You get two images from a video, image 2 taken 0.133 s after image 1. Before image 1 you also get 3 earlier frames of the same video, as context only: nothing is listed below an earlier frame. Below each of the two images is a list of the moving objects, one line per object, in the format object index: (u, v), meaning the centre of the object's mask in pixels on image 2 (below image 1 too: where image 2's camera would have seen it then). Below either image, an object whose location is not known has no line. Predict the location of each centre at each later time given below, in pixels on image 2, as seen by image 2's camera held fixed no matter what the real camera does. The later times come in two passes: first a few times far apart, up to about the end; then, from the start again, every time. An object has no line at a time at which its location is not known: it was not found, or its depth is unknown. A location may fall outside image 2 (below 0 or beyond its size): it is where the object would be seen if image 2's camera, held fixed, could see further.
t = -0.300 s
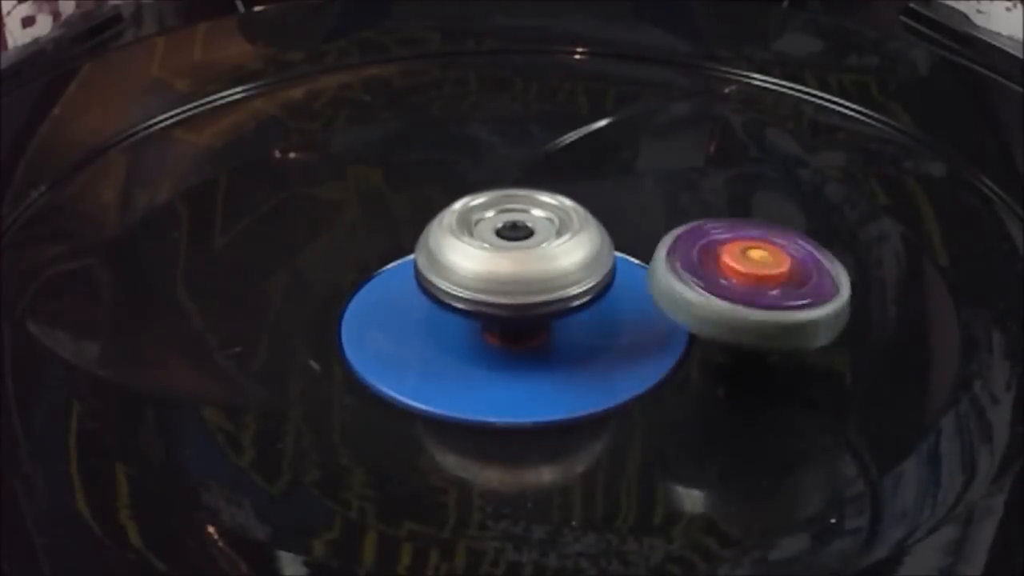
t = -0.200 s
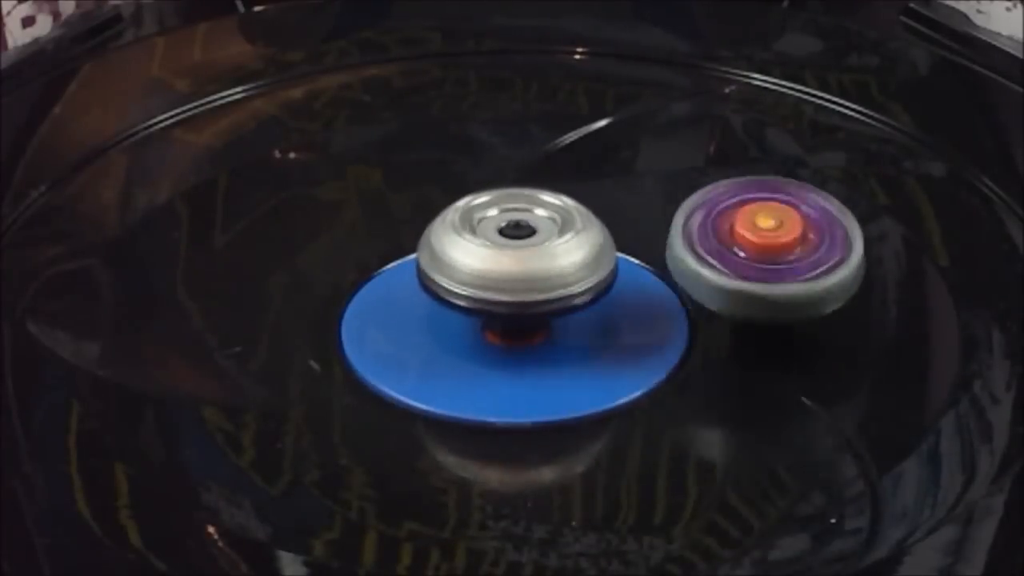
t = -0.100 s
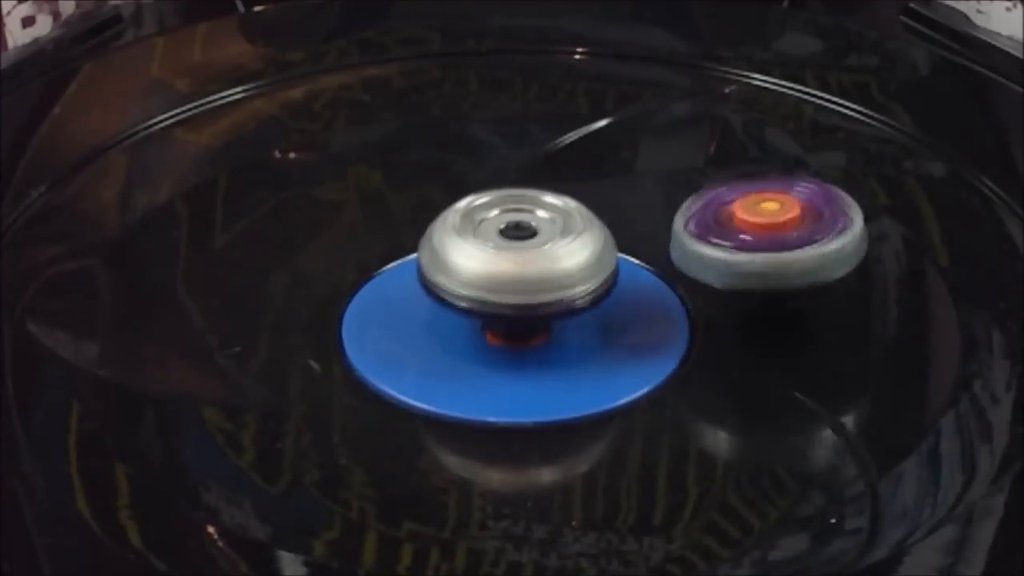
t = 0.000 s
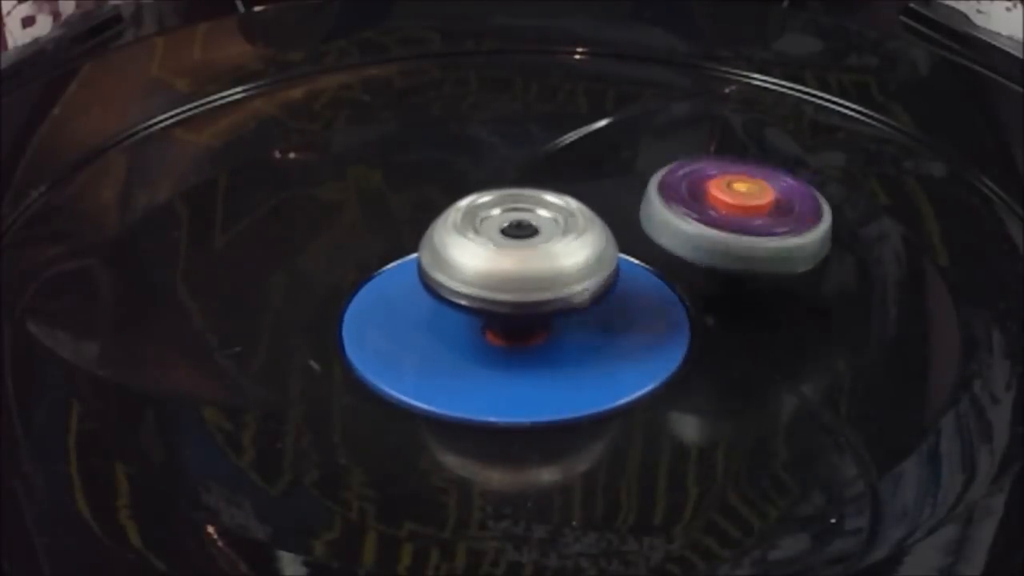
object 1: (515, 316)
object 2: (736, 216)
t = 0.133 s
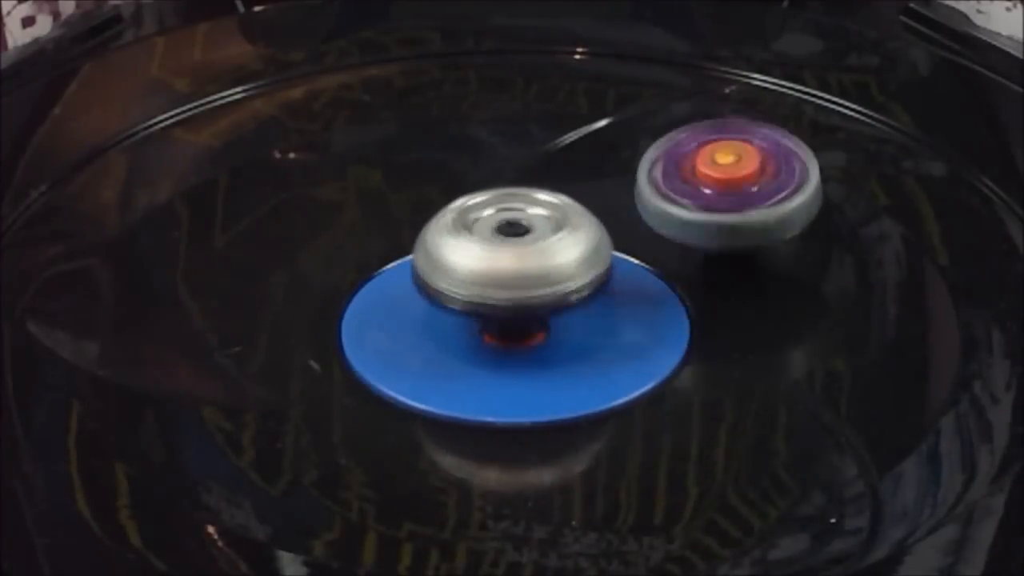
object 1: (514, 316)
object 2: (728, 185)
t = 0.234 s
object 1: (514, 317)
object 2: (706, 177)
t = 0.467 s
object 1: (514, 316)
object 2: (650, 146)
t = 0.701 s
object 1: (514, 317)
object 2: (575, 130)
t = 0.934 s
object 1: (515, 317)
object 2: (505, 127)
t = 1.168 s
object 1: (514, 317)
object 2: (460, 129)
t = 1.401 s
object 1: (515, 317)
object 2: (409, 144)
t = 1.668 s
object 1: (515, 316)
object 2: (364, 167)
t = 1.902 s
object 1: (516, 316)
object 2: (343, 190)
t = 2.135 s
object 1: (516, 316)
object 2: (319, 207)
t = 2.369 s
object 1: (515, 316)
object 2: (292, 221)
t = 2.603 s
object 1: (519, 317)
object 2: (305, 252)
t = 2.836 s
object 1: (521, 316)
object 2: (295, 267)
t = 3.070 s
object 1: (528, 316)
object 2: (313, 290)
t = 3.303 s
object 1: (539, 314)
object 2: (328, 313)
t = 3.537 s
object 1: (563, 297)
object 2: (425, 354)
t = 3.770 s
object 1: (521, 285)
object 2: (510, 376)
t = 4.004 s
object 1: (476, 304)
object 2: (620, 348)
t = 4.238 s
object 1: (489, 314)
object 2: (688, 325)
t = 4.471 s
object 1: (506, 317)
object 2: (721, 281)
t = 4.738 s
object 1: (513, 317)
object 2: (718, 238)
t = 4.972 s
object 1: (515, 316)
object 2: (701, 207)
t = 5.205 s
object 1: (514, 316)
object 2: (671, 181)
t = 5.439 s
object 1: (514, 317)
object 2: (631, 161)
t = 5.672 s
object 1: (514, 317)
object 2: (587, 149)
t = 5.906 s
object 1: (514, 317)
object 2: (537, 143)
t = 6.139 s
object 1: (516, 317)
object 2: (487, 144)
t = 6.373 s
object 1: (514, 317)
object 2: (445, 152)
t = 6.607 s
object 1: (516, 316)
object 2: (415, 163)
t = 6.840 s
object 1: (515, 316)
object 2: (393, 170)
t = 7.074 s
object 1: (515, 317)
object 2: (369, 180)
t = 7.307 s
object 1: (514, 316)
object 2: (312, 184)
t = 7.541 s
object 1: (515, 317)
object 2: (302, 216)
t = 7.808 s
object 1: (515, 317)
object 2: (199, 236)
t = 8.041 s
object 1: (532, 313)
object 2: (321, 331)
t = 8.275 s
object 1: (545, 306)
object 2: (371, 350)
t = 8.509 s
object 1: (543, 290)
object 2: (458, 373)
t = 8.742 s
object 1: (515, 316)
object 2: (650, 494)
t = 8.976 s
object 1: (514, 316)
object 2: (734, 112)
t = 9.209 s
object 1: (515, 317)
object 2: (582, 84)
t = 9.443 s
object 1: (515, 316)
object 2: (514, 115)
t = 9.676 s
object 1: (514, 316)
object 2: (504, 120)
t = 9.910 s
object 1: (515, 317)
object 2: (484, 132)
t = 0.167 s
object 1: (514, 316)
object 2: (724, 181)
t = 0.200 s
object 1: (514, 317)
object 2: (718, 179)
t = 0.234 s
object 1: (514, 317)
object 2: (706, 177)
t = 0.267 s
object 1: (515, 317)
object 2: (689, 172)
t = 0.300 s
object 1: (515, 316)
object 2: (675, 166)
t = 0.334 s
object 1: (515, 316)
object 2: (666, 158)
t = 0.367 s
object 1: (515, 316)
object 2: (662, 152)
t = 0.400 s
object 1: (515, 316)
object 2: (659, 149)
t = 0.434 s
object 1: (514, 316)
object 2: (654, 147)
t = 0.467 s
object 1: (514, 316)
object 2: (650, 146)
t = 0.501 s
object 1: (514, 316)
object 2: (640, 146)
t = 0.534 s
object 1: (514, 316)
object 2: (624, 146)
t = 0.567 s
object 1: (514, 316)
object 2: (607, 142)
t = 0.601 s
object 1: (514, 316)
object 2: (593, 138)
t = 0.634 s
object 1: (514, 317)
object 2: (584, 133)
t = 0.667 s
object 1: (514, 317)
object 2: (580, 131)
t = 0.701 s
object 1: (514, 317)
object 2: (575, 130)
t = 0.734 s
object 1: (514, 317)
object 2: (570, 130)
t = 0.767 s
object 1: (514, 316)
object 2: (563, 132)
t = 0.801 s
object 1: (515, 317)
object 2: (550, 133)
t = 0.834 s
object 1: (514, 317)
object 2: (532, 133)
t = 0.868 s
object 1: (514, 317)
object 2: (516, 131)
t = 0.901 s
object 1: (514, 317)
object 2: (507, 128)
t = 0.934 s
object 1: (515, 317)
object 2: (505, 127)
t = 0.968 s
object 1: (515, 316)
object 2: (506, 126)
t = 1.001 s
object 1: (515, 316)
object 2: (505, 126)
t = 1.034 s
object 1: (515, 316)
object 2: (504, 125)
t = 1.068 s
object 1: (514, 316)
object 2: (499, 127)
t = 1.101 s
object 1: (514, 316)
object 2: (486, 129)
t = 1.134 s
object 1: (514, 316)
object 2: (471, 129)
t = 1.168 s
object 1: (514, 317)
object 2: (460, 129)
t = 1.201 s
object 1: (514, 317)
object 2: (454, 129)
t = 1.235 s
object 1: (514, 316)
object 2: (449, 131)
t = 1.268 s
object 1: (514, 316)
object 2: (446, 132)
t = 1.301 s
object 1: (515, 317)
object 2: (442, 134)
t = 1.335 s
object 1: (515, 317)
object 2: (434, 138)
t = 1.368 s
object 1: (515, 317)
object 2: (422, 142)
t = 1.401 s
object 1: (515, 317)
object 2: (409, 144)
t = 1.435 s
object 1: (515, 317)
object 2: (401, 145)
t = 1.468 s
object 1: (514, 317)
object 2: (397, 147)
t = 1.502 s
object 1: (514, 317)
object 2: (393, 149)
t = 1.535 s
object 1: (515, 317)
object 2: (391, 151)
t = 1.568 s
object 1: (515, 316)
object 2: (389, 154)
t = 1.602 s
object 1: (516, 316)
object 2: (383, 159)
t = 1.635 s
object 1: (516, 316)
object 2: (374, 164)
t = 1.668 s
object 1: (515, 316)
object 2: (364, 167)
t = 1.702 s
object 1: (515, 316)
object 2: (359, 169)
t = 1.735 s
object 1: (515, 316)
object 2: (357, 172)
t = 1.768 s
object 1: (514, 316)
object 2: (355, 174)
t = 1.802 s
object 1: (514, 316)
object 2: (354, 176)
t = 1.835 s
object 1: (515, 316)
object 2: (354, 180)
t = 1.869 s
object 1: (515, 316)
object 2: (350, 185)
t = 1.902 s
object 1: (516, 316)
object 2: (343, 190)
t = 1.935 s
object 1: (516, 316)
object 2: (337, 193)
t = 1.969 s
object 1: (516, 316)
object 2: (336, 196)
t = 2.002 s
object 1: (516, 316)
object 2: (334, 199)
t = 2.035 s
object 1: (516, 316)
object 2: (333, 201)
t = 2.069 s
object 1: (516, 316)
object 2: (335, 205)
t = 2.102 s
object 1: (516, 316)
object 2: (323, 205)
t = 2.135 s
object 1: (516, 316)
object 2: (319, 207)
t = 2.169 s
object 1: (516, 316)
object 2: (319, 210)
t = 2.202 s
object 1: (516, 316)
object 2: (319, 213)
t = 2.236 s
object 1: (516, 316)
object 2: (319, 216)
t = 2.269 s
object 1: (516, 316)
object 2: (322, 219)
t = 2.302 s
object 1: (515, 316)
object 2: (293, 213)
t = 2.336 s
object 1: (515, 316)
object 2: (292, 217)
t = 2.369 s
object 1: (515, 316)
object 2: (292, 221)
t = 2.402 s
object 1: (514, 316)
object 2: (293, 224)
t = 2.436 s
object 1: (514, 316)
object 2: (298, 227)
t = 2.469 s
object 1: (515, 316)
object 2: (303, 234)
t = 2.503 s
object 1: (515, 316)
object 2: (304, 241)
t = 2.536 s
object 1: (516, 317)
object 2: (303, 246)
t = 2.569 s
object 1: (517, 317)
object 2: (302, 249)
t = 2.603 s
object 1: (519, 317)
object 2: (305, 252)
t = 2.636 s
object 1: (521, 317)
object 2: (307, 256)
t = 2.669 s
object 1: (520, 317)
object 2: (303, 255)
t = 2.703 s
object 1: (521, 317)
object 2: (305, 259)
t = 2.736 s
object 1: (516, 316)
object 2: (285, 259)
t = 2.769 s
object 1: (518, 316)
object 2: (288, 261)
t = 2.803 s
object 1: (519, 316)
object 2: (291, 264)
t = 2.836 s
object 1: (521, 316)
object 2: (295, 267)
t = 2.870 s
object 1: (523, 316)
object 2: (301, 270)
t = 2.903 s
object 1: (520, 316)
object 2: (288, 275)
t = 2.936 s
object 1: (520, 316)
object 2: (287, 277)
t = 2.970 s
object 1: (522, 316)
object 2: (292, 280)
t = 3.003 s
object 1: (523, 316)
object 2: (295, 284)
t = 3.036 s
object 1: (525, 316)
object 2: (302, 286)
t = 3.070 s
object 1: (528, 316)
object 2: (313, 290)
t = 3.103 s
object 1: (515, 316)
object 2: (192, 324)
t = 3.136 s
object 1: (515, 316)
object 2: (117, 334)
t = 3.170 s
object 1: (515, 316)
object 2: (106, 335)
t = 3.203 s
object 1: (515, 316)
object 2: (107, 333)
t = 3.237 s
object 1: (515, 316)
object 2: (128, 330)
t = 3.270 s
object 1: (516, 316)
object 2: (215, 320)
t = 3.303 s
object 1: (539, 314)
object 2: (328, 313)
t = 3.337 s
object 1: (551, 311)
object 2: (368, 334)
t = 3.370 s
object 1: (553, 304)
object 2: (404, 357)
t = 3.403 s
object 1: (545, 302)
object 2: (410, 365)
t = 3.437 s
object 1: (542, 301)
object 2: (406, 368)
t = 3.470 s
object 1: (545, 300)
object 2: (403, 367)
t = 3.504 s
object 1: (553, 299)
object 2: (407, 361)
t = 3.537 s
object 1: (563, 297)
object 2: (425, 354)
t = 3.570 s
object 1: (551, 296)
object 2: (423, 379)
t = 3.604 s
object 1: (544, 291)
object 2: (451, 381)
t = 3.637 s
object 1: (535, 289)
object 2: (469, 383)
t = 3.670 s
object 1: (531, 289)
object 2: (480, 382)
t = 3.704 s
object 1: (529, 287)
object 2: (488, 382)
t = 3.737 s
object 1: (527, 286)
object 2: (496, 379)
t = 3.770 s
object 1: (521, 285)
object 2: (510, 376)
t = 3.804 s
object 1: (506, 285)
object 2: (531, 370)
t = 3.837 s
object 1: (487, 288)
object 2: (557, 363)
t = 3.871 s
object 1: (473, 292)
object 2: (582, 360)
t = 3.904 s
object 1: (471, 297)
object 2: (600, 358)
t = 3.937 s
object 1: (474, 299)
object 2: (610, 355)
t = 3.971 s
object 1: (477, 302)
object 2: (617, 351)
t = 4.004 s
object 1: (476, 304)
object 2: (620, 348)
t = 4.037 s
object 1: (476, 305)
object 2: (641, 353)
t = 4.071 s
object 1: (480, 307)
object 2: (658, 353)
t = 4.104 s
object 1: (483, 309)
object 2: (668, 348)
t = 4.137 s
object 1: (484, 310)
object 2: (673, 343)
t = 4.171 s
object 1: (486, 312)
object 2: (679, 339)
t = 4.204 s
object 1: (487, 313)
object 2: (682, 333)
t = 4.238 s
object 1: (489, 314)
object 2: (688, 325)
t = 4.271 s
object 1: (491, 315)
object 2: (696, 316)
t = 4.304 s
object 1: (495, 316)
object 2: (706, 308)
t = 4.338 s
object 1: (498, 316)
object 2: (715, 301)
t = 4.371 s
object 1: (500, 317)
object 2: (720, 296)
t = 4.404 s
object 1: (503, 317)
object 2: (722, 291)
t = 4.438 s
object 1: (504, 317)
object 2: (722, 287)
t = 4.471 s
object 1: (506, 317)
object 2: (721, 281)
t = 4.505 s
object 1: (507, 317)
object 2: (720, 275)
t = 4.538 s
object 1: (508, 317)
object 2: (723, 268)
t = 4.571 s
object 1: (509, 317)
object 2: (726, 261)
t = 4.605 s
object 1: (510, 317)
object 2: (729, 256)
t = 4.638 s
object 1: (511, 317)
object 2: (729, 251)
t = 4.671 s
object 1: (512, 317)
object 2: (727, 247)
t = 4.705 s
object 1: (512, 317)
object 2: (723, 243)
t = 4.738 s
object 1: (513, 317)
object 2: (718, 238)
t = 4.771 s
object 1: (514, 316)
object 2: (722, 232)
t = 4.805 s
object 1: (515, 316)
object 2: (724, 227)
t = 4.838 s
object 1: (515, 316)
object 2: (723, 223)
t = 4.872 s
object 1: (515, 316)
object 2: (721, 219)
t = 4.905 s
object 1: (515, 316)
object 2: (716, 216)
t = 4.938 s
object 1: (515, 316)
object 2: (708, 212)
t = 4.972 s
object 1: (515, 316)
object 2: (701, 207)
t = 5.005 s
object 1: (515, 316)
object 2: (695, 201)
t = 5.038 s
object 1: (515, 316)
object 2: (692, 196)
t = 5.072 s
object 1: (515, 316)
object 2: (690, 192)
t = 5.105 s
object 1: (515, 316)
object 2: (688, 188)
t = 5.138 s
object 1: (515, 316)
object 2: (685, 186)
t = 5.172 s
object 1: (514, 316)
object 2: (680, 184)
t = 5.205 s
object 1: (514, 316)
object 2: (671, 181)
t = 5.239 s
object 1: (514, 316)
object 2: (662, 178)
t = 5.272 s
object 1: (514, 316)
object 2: (654, 173)
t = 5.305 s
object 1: (513, 316)
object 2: (649, 169)
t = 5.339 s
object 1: (513, 317)
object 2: (645, 166)
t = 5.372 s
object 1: (514, 317)
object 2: (642, 164)
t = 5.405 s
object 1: (514, 317)
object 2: (638, 162)
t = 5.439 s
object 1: (514, 317)
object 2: (631, 161)
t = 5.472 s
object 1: (515, 316)
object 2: (622, 160)
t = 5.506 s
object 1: (515, 316)
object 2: (612, 158)
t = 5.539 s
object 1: (514, 316)
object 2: (605, 155)
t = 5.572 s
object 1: (514, 316)
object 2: (599, 152)
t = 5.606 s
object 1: (514, 316)
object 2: (595, 150)
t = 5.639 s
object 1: (514, 316)
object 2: (592, 148)
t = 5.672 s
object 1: (514, 317)
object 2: (587, 149)
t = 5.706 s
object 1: (513, 317)
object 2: (579, 149)
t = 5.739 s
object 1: (513, 317)
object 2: (570, 150)
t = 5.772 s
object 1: (514, 317)
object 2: (559, 148)
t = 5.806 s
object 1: (514, 317)
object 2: (551, 146)
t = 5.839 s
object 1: (514, 317)
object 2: (545, 144)
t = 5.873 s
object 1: (514, 317)
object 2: (541, 143)
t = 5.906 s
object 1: (514, 317)
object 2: (537, 143)
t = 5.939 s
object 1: (514, 317)
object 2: (532, 144)
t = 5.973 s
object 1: (514, 317)
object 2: (525, 146)
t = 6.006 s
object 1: (514, 317)
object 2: (515, 147)
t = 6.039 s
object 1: (514, 317)
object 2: (505, 146)
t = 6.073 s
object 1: (515, 317)
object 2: (497, 145)
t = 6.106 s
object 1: (515, 317)
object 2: (491, 144)
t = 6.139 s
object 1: (516, 317)
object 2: (487, 144)
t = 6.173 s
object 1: (516, 316)
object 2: (485, 145)
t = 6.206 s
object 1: (515, 316)
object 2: (480, 147)
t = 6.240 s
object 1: (515, 316)
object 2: (473, 150)
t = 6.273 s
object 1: (515, 316)
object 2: (464, 151)
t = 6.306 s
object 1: (514, 317)
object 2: (456, 151)
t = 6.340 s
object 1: (514, 317)
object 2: (449, 152)
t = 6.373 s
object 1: (514, 317)
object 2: (445, 152)
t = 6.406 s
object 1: (515, 317)
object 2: (443, 153)
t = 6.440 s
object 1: (515, 317)
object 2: (440, 156)
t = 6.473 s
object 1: (515, 317)
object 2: (435, 159)
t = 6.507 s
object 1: (515, 317)
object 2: (430, 159)
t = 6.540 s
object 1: (516, 316)
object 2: (424, 161)
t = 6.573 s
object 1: (516, 316)
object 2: (418, 162)
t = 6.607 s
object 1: (516, 316)
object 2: (415, 163)
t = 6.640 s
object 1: (515, 316)
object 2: (414, 165)
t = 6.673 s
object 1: (515, 316)
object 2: (409, 163)
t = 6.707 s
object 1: (515, 316)
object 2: (406, 165)
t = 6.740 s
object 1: (515, 316)
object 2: (404, 166)
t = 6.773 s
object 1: (515, 316)
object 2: (401, 168)
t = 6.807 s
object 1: (515, 316)
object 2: (399, 167)
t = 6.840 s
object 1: (515, 316)
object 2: (393, 170)
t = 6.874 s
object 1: (515, 316)
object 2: (390, 172)
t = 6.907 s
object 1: (515, 316)
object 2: (387, 174)
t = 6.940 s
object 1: (514, 316)
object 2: (375, 167)
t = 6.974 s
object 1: (514, 316)
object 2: (371, 169)
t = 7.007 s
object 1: (514, 317)
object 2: (371, 171)
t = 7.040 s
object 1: (514, 317)
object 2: (371, 175)
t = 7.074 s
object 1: (515, 317)
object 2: (369, 180)
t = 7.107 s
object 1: (515, 317)
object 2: (363, 184)
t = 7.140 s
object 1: (516, 317)
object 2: (356, 188)
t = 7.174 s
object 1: (516, 317)
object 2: (351, 190)
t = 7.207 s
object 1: (515, 316)
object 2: (348, 193)
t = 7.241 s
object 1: (515, 316)
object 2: (347, 195)
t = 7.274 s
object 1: (515, 316)
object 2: (348, 198)
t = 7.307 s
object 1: (514, 316)
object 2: (312, 184)
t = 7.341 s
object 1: (514, 317)
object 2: (310, 188)
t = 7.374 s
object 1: (514, 316)
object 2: (308, 191)
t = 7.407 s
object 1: (514, 317)
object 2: (308, 194)
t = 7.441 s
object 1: (515, 317)
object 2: (310, 199)
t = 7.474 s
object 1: (515, 317)
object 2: (310, 205)
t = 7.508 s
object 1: (515, 317)
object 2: (307, 211)
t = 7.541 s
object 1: (515, 317)
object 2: (302, 216)
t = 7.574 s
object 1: (515, 317)
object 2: (301, 218)
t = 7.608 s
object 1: (515, 317)
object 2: (301, 222)
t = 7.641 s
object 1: (514, 316)
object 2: (302, 225)
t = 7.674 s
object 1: (515, 317)
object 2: (305, 228)
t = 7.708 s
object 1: (515, 317)
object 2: (310, 234)
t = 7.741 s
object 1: (515, 317)
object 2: (228, 235)
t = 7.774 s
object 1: (515, 317)
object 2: (205, 235)
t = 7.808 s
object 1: (515, 317)
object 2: (199, 236)
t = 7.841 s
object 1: (515, 317)
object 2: (208, 236)
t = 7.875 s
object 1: (516, 317)
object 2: (230, 240)
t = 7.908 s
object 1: (516, 316)
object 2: (267, 252)
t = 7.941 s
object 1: (524, 316)
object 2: (307, 278)
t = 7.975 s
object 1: (535, 315)
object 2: (332, 312)
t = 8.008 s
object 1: (534, 314)
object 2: (328, 327)
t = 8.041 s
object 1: (532, 313)
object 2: (321, 331)
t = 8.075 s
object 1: (532, 313)
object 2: (318, 332)
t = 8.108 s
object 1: (536, 312)
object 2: (325, 329)
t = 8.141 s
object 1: (544, 312)
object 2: (345, 326)
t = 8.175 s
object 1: (540, 312)
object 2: (335, 338)
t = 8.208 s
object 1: (544, 310)
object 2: (353, 344)
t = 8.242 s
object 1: (544, 309)
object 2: (364, 348)
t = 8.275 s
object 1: (545, 306)
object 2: (371, 350)
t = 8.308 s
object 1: (548, 304)
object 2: (379, 352)
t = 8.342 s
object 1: (552, 303)
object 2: (388, 354)
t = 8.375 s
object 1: (558, 301)
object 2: (405, 352)
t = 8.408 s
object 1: (552, 296)
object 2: (426, 369)
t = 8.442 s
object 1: (545, 295)
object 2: (439, 373)
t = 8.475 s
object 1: (543, 293)
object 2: (448, 372)
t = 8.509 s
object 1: (543, 290)
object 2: (458, 373)
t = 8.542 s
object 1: (545, 288)
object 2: (466, 372)
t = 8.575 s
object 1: (540, 286)
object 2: (482, 367)
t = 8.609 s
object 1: (516, 283)
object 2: (510, 401)
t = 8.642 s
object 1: (517, 313)
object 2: (565, 493)
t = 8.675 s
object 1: (512, 316)
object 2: (618, 506)
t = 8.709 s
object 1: (515, 315)
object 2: (636, 500)
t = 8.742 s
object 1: (515, 316)
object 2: (650, 494)
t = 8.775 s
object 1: (510, 311)
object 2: (654, 460)
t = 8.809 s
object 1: (490, 308)
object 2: (672, 381)
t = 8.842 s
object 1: (508, 316)
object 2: (740, 276)
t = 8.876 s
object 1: (515, 316)
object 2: (900, 190)
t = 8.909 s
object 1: (514, 316)
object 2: (937, 110)
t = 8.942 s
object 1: (514, 316)
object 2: (795, 113)
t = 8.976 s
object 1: (514, 316)
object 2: (734, 112)
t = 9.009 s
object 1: (514, 316)
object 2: (710, 115)
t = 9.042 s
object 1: (514, 316)
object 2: (659, 116)
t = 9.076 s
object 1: (515, 317)
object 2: (602, 109)
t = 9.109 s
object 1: (515, 317)
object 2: (579, 99)
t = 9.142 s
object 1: (515, 317)
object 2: (580, 93)
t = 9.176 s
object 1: (515, 316)
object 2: (583, 87)
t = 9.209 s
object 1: (515, 317)
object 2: (582, 84)
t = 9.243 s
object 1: (515, 317)
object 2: (579, 83)
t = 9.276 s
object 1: (515, 317)
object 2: (569, 84)
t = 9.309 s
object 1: (514, 317)
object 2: (562, 89)
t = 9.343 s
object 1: (514, 316)
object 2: (546, 93)
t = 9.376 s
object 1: (515, 316)
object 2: (530, 106)
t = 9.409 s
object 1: (515, 316)
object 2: (514, 116)
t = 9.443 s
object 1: (515, 316)
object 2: (514, 115)
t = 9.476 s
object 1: (515, 316)
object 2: (513, 115)
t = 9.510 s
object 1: (515, 316)
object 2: (511, 115)
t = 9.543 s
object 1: (515, 316)
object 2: (508, 115)
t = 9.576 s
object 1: (515, 316)
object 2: (504, 118)
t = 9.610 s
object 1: (515, 316)
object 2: (502, 121)
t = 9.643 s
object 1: (515, 316)
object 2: (504, 120)
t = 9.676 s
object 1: (514, 316)
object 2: (504, 120)
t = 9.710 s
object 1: (514, 316)
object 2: (503, 122)
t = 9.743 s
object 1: (514, 316)
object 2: (499, 122)
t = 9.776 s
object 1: (514, 316)
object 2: (495, 126)
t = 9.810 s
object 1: (515, 316)
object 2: (495, 128)
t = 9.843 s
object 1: (515, 317)
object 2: (490, 129)
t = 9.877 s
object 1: (515, 317)
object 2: (486, 132)
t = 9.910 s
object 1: (515, 317)
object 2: (484, 132)
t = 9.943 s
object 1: (514, 317)
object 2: (479, 134)
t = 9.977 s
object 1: (515, 317)
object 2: (475, 136)
